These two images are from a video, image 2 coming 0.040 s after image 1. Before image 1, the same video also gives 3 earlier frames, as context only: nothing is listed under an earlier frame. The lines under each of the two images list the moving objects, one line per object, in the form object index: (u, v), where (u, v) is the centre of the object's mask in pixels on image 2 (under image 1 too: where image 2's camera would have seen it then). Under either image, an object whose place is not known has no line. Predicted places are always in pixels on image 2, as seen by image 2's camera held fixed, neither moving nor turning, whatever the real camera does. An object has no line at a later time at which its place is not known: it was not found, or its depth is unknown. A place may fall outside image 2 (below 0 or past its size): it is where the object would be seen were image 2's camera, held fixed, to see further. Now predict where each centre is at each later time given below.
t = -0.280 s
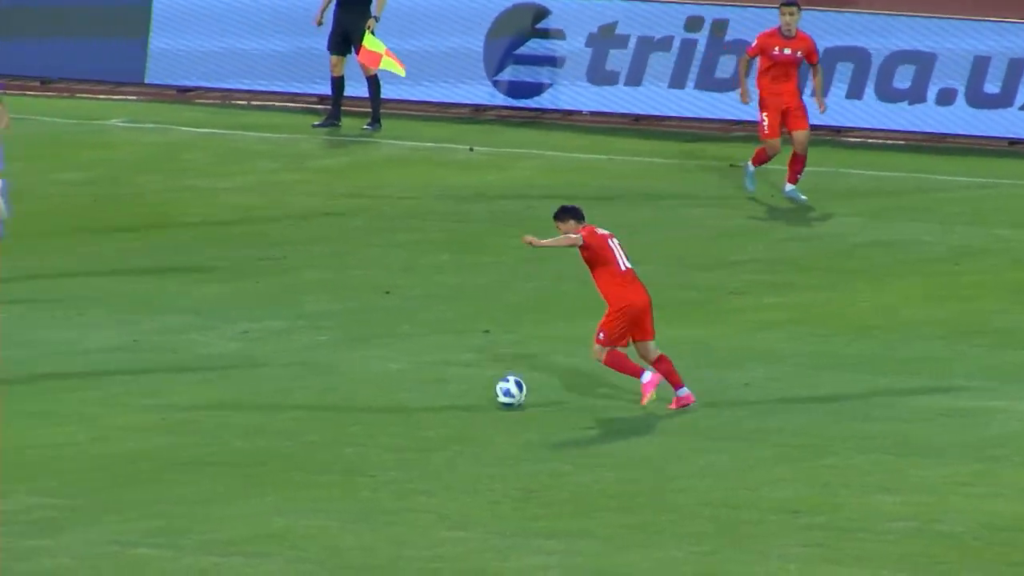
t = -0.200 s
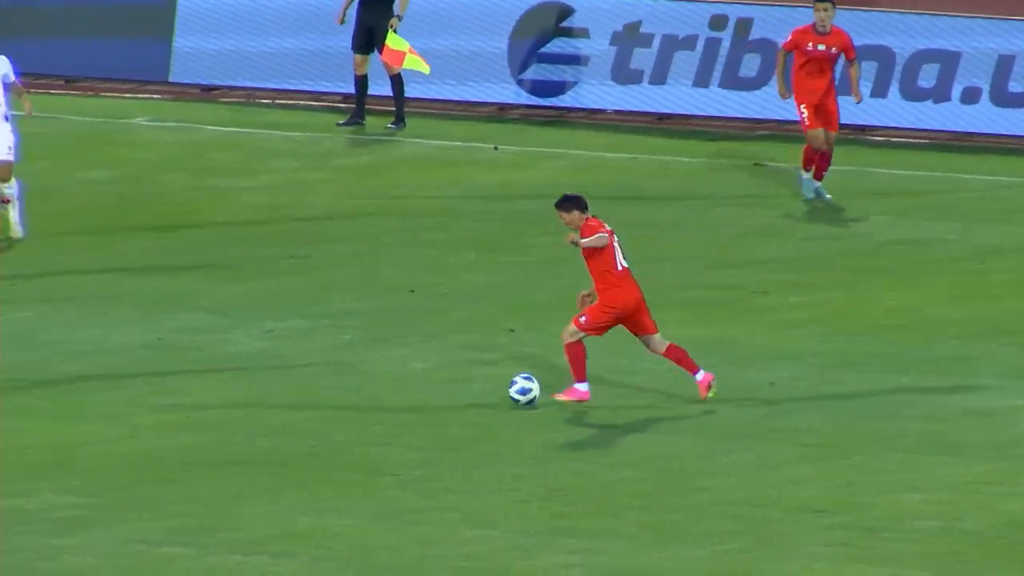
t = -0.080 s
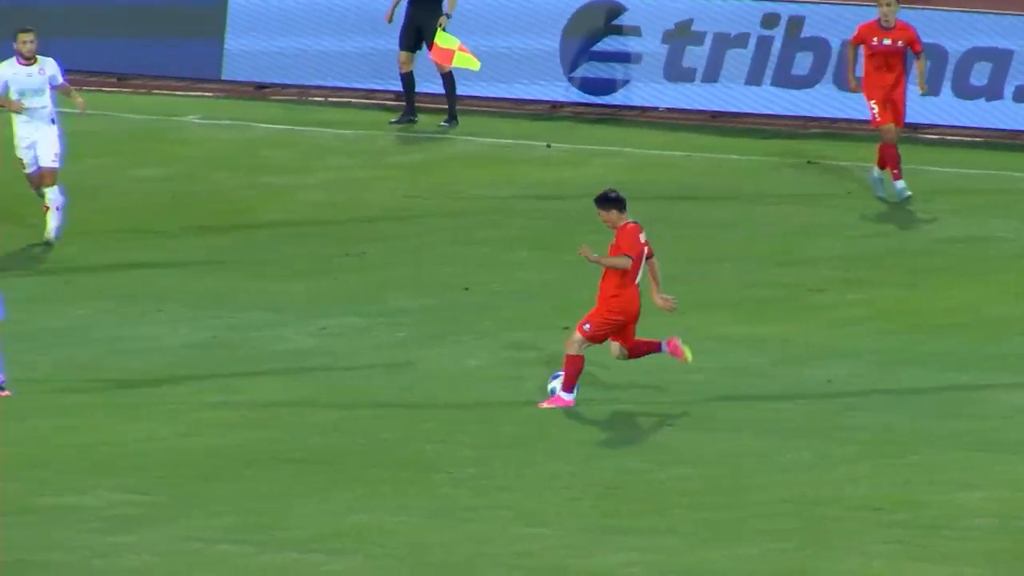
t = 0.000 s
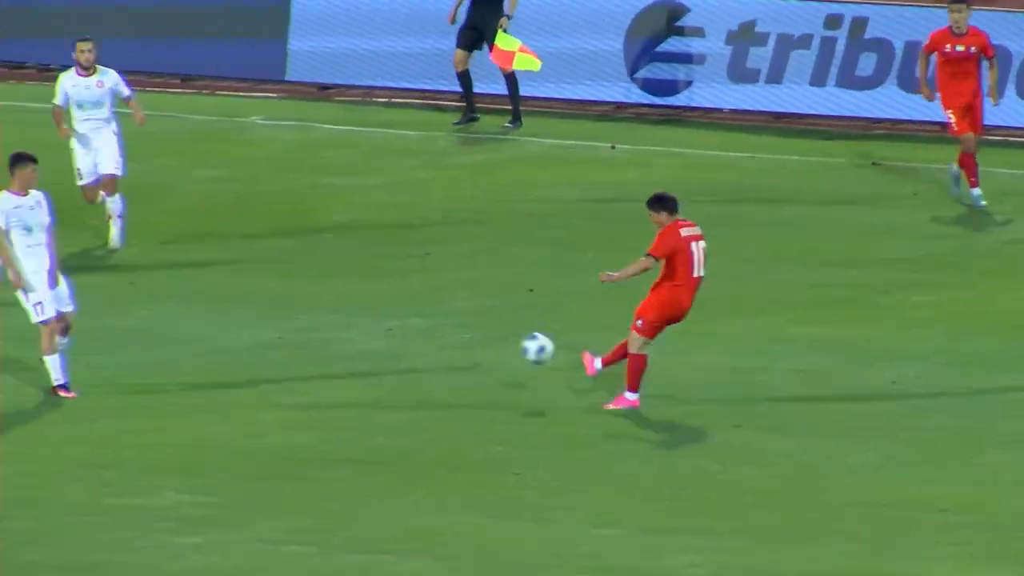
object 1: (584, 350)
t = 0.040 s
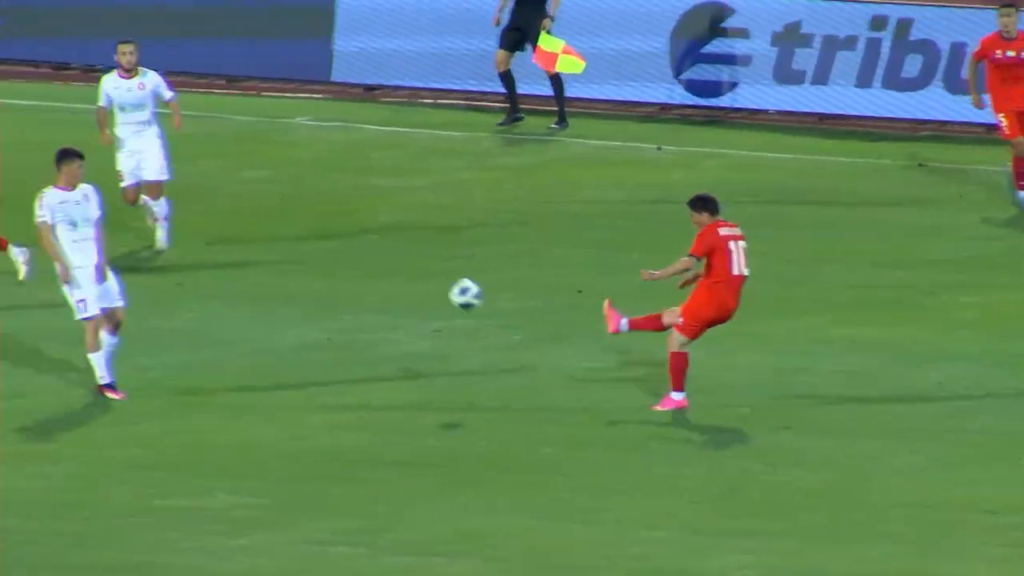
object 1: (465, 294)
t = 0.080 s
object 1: (348, 240)
